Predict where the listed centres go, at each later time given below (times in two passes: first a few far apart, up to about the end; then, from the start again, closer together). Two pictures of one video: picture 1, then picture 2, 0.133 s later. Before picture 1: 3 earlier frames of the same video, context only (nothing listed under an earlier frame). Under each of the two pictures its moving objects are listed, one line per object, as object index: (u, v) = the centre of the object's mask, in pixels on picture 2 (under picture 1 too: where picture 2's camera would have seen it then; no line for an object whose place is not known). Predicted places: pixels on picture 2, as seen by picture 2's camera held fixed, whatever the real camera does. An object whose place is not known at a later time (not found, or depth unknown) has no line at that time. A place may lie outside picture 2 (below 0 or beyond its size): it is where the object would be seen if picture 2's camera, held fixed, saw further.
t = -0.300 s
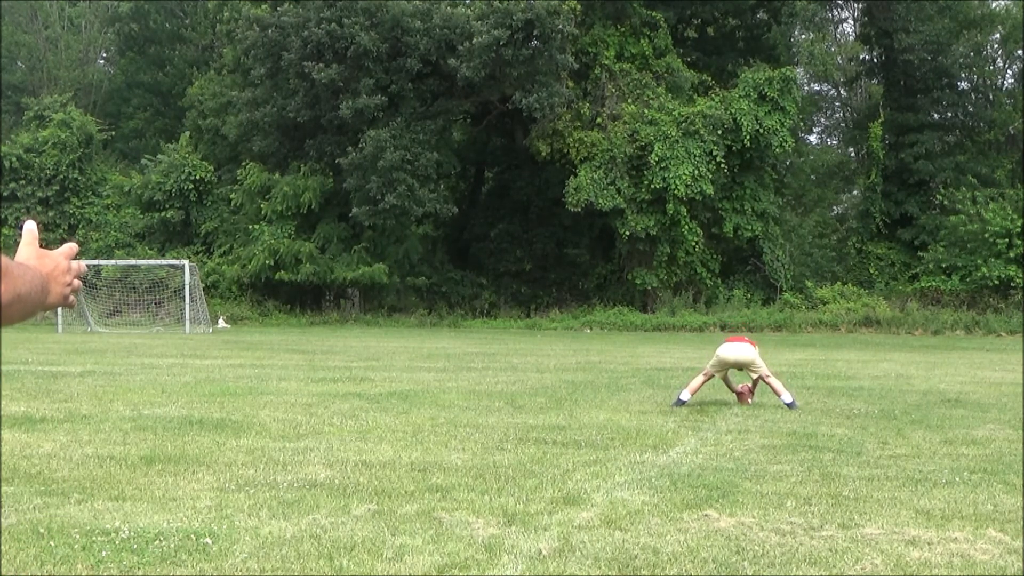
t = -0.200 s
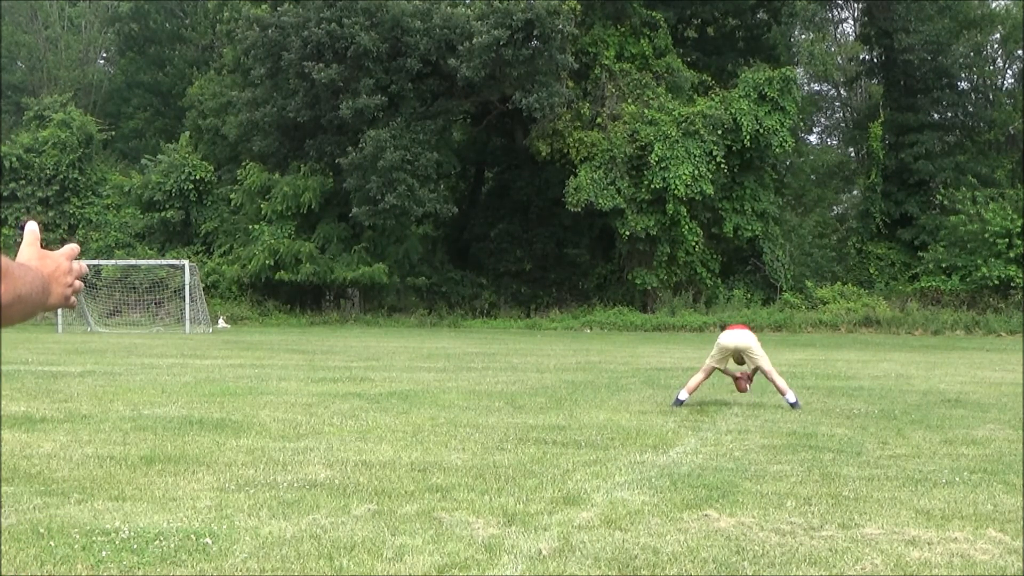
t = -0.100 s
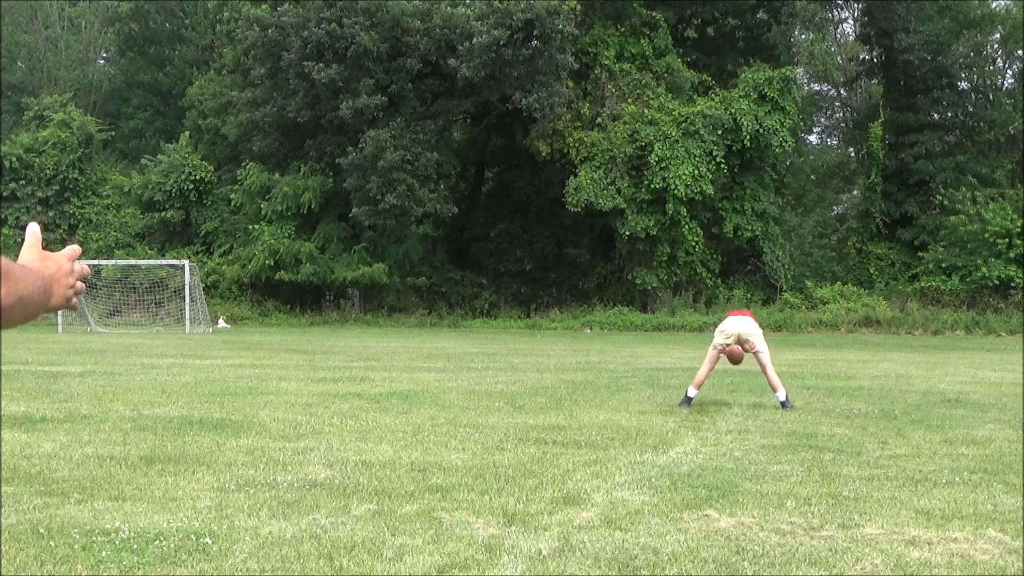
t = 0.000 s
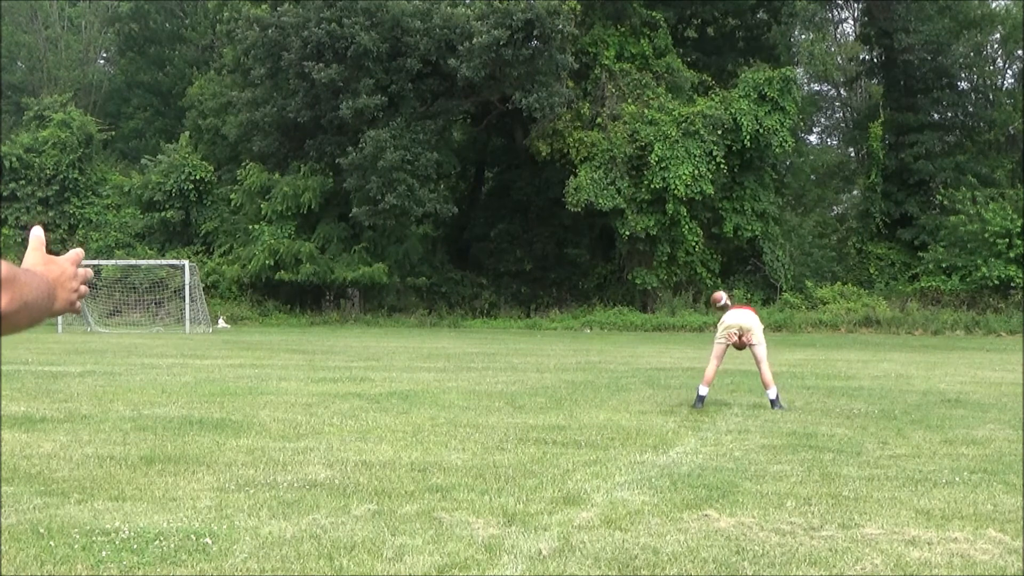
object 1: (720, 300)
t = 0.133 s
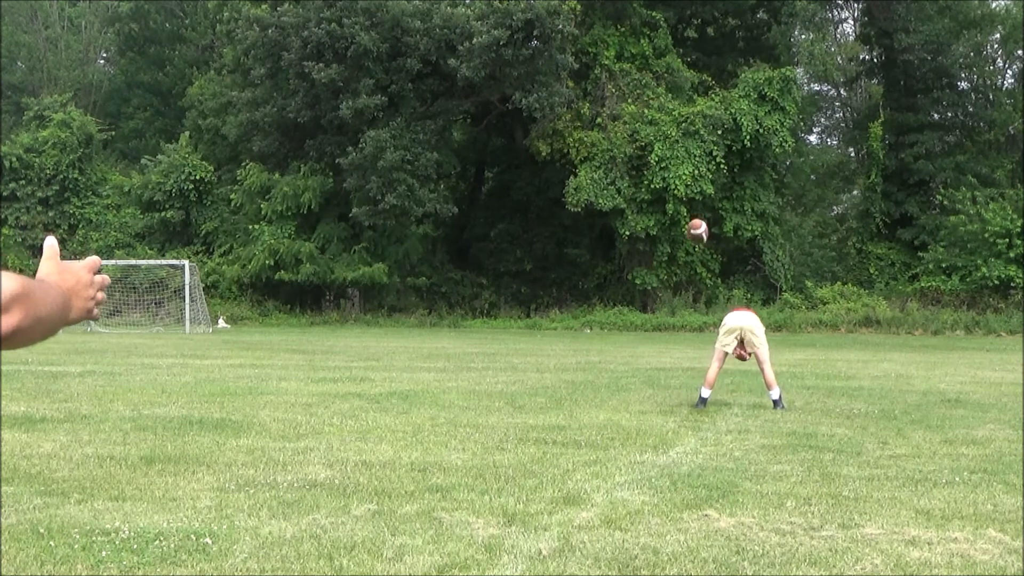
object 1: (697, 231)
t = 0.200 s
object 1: (684, 199)
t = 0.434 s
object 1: (613, 92)
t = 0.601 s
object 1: (525, 33)
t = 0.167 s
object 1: (691, 216)
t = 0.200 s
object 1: (684, 199)
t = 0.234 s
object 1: (677, 183)
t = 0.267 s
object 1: (668, 166)
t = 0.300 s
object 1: (658, 151)
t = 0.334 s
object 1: (649, 136)
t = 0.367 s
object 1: (639, 120)
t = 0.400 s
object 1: (627, 105)
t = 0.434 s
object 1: (613, 92)
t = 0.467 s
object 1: (599, 80)
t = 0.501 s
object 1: (585, 66)
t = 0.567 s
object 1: (547, 42)
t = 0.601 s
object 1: (525, 33)
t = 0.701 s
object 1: (442, 16)
